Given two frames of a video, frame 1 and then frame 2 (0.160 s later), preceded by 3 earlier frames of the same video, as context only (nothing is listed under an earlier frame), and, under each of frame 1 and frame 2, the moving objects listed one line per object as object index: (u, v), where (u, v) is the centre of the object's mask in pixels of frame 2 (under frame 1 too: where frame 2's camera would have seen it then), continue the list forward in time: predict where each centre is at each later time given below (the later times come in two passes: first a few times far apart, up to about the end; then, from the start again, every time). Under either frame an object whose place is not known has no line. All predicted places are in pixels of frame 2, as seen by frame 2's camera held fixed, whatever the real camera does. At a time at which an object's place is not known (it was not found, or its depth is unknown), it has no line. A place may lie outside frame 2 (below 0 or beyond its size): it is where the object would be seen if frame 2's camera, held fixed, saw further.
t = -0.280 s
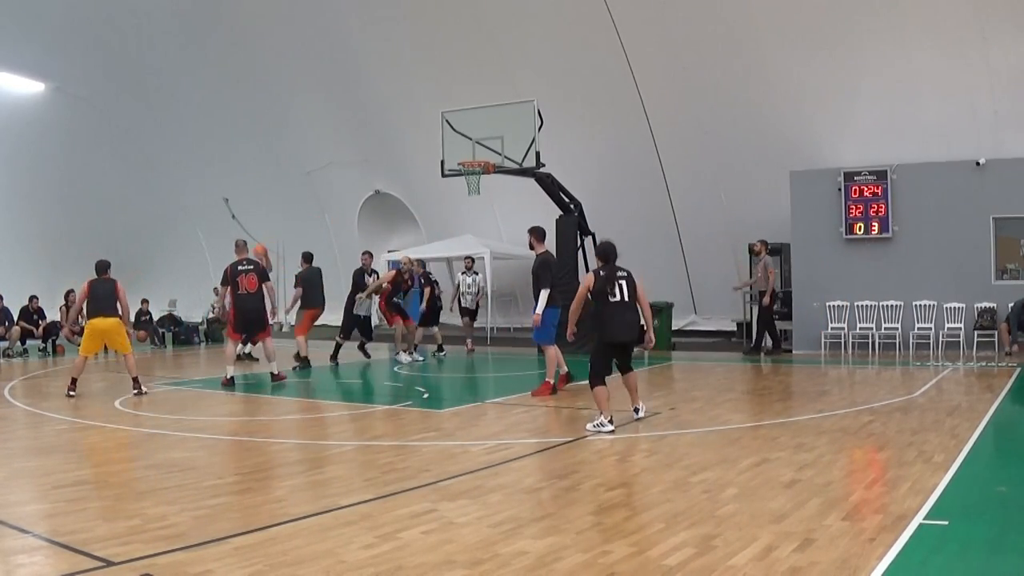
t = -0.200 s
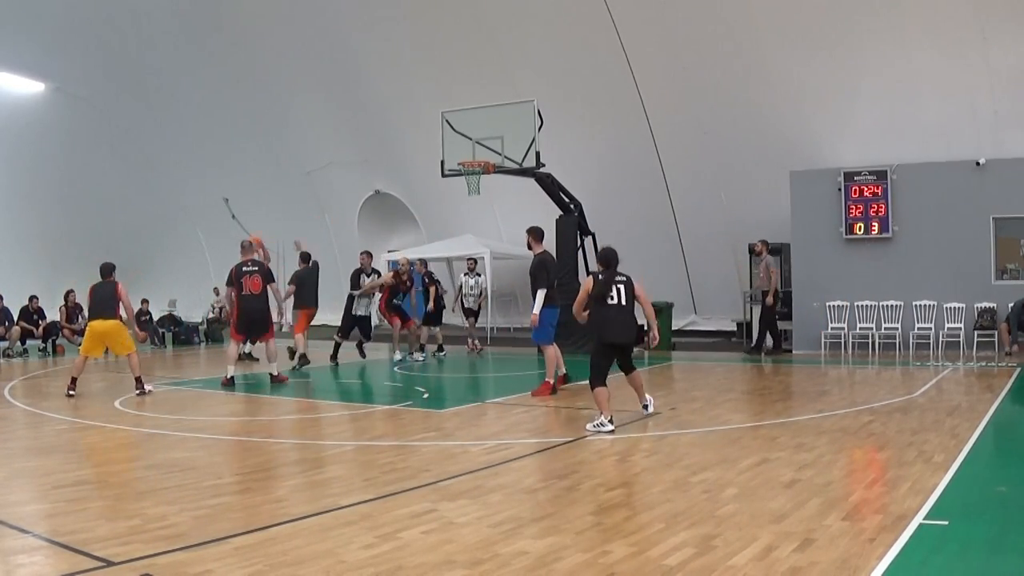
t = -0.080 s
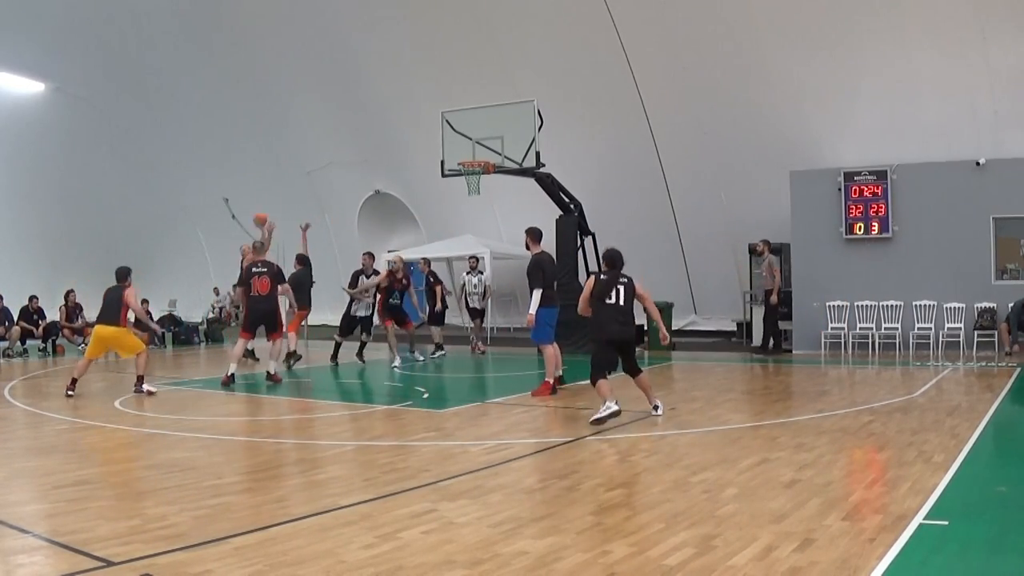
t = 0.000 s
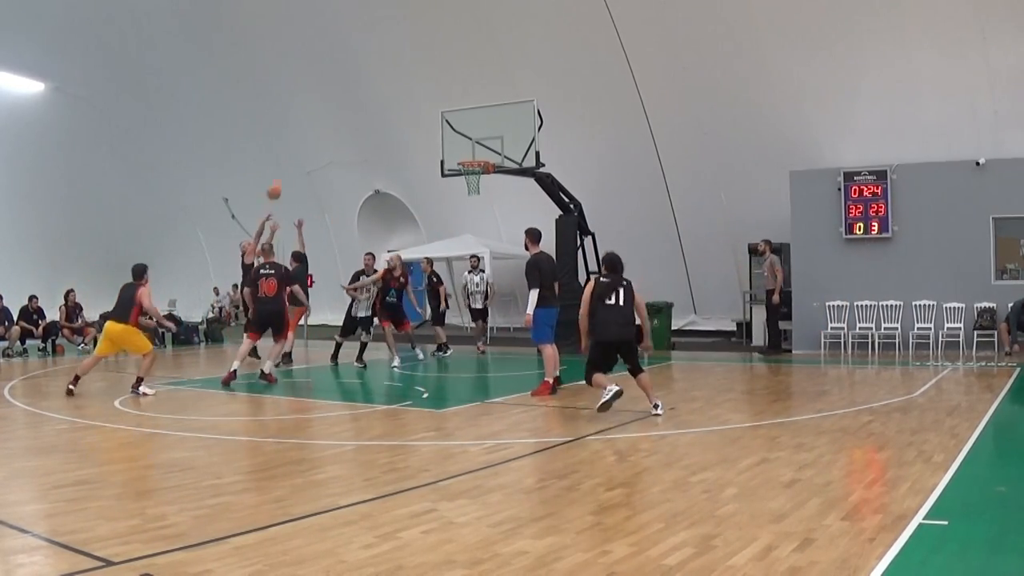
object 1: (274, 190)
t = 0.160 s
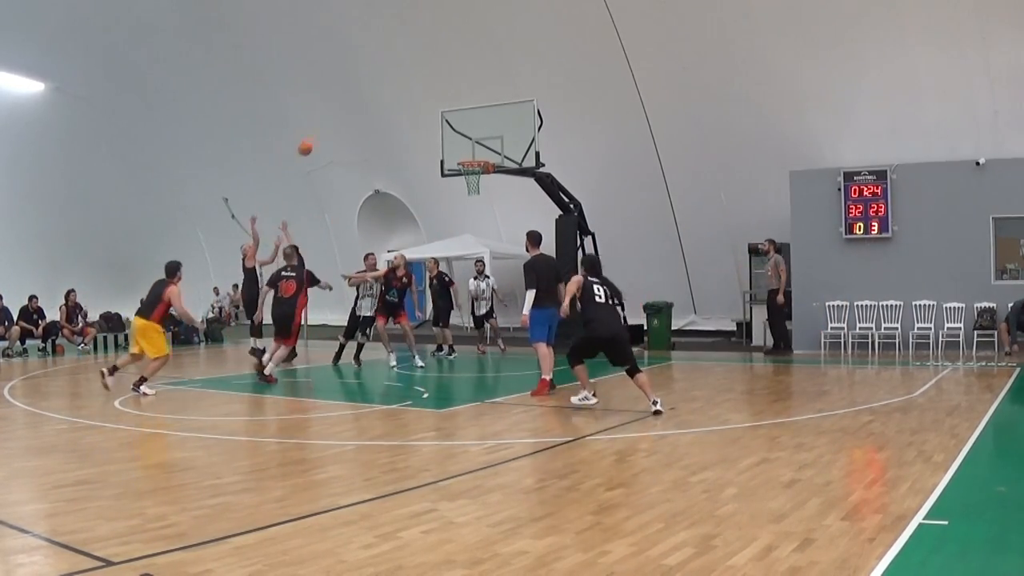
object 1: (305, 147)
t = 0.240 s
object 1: (322, 129)
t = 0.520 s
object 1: (379, 101)
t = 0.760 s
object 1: (432, 114)
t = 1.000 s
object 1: (478, 150)
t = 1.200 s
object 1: (469, 137)
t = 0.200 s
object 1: (314, 137)
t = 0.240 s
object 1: (322, 129)
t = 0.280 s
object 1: (329, 123)
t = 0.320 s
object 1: (338, 117)
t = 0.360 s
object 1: (347, 110)
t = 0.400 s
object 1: (354, 107)
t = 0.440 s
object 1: (362, 104)
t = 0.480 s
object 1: (371, 102)
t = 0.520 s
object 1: (379, 101)
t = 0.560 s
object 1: (388, 101)
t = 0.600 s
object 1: (397, 101)
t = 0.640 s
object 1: (406, 102)
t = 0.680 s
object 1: (414, 105)
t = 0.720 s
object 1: (424, 109)
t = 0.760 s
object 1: (432, 114)
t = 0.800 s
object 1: (441, 120)
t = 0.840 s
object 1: (451, 127)
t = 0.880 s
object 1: (460, 134)
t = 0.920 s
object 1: (468, 143)
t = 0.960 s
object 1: (478, 153)
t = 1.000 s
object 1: (478, 150)
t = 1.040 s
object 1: (476, 145)
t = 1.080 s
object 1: (474, 142)
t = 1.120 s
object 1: (472, 139)
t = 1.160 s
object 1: (471, 138)
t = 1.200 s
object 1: (469, 137)
